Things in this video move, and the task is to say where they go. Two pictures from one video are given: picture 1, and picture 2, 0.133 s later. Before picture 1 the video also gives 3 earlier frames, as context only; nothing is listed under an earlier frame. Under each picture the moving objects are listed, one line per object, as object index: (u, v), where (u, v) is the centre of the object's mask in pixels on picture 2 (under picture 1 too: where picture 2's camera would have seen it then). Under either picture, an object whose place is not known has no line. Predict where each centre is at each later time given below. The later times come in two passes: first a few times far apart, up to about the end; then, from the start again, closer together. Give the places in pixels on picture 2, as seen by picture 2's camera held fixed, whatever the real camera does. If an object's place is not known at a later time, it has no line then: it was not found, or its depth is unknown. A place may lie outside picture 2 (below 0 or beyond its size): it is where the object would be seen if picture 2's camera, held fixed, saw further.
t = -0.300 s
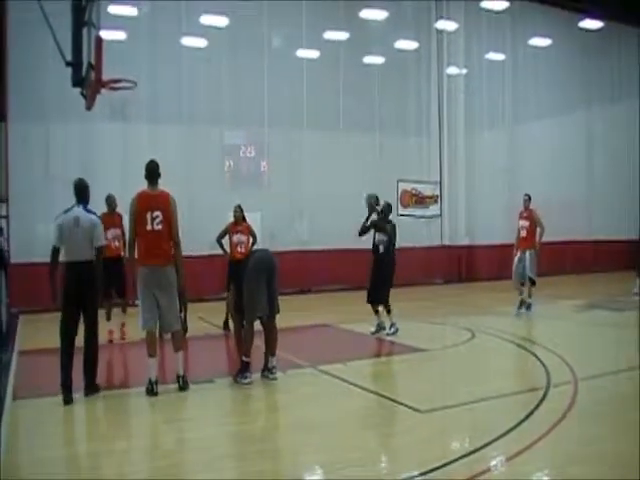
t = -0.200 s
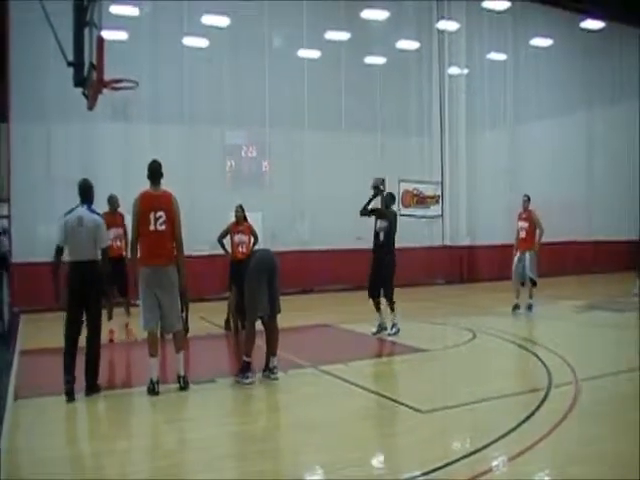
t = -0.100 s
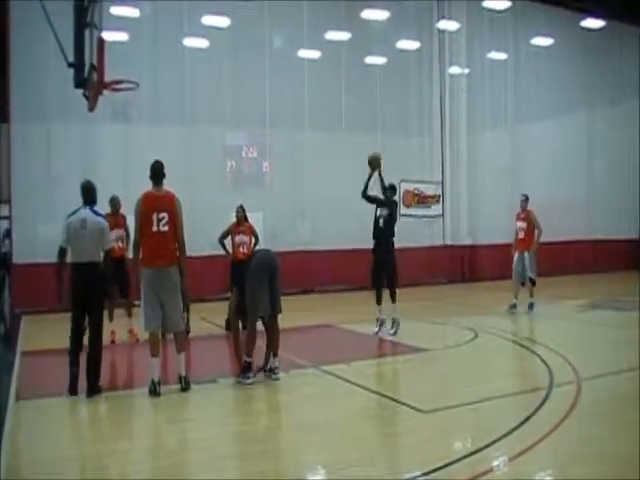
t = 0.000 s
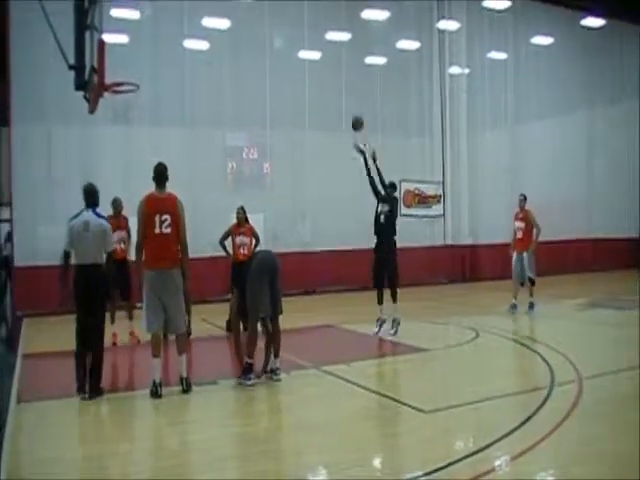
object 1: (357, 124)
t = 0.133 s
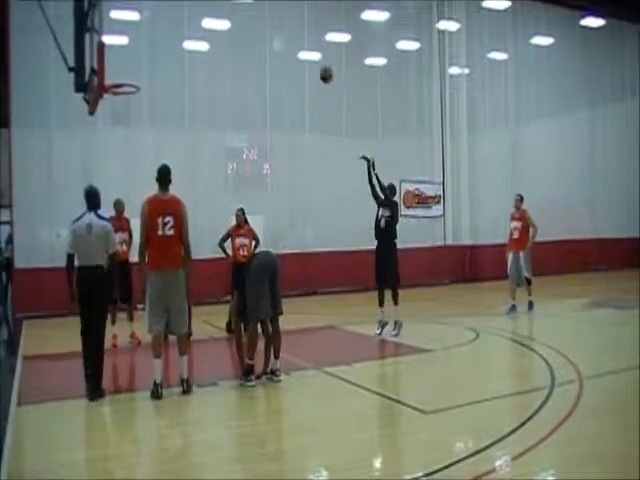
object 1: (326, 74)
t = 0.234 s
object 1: (301, 45)
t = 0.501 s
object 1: (235, 7)
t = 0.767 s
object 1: (164, 25)
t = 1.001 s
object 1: (114, 67)
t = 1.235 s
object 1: (134, 26)
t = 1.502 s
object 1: (156, 36)
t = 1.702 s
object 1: (171, 78)
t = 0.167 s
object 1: (318, 66)
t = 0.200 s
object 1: (310, 55)
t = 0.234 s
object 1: (301, 45)
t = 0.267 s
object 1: (293, 39)
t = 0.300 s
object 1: (286, 31)
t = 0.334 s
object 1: (276, 25)
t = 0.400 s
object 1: (260, 15)
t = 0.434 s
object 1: (251, 11)
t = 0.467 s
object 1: (243, 9)
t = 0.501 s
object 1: (235, 7)
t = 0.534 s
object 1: (226, 6)
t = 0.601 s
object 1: (209, 4)
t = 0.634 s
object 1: (200, 7)
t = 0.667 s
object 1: (192, 10)
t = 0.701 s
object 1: (183, 13)
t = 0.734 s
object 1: (173, 18)
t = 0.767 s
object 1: (164, 25)
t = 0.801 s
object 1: (155, 31)
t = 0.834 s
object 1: (146, 39)
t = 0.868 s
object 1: (137, 47)
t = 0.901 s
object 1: (128, 56)
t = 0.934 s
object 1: (118, 67)
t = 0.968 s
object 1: (112, 76)
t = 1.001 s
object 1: (114, 67)
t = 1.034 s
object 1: (117, 58)
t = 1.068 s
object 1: (120, 51)
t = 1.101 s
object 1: (123, 43)
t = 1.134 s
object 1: (126, 37)
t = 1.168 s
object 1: (129, 31)
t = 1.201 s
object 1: (131, 29)
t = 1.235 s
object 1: (134, 26)
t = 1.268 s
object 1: (136, 23)
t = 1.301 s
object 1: (139, 22)
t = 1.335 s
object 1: (142, 22)
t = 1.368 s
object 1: (144, 23)
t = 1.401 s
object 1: (148, 25)
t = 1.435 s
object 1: (150, 26)
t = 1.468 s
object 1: (153, 30)
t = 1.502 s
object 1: (156, 36)
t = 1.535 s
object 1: (159, 39)
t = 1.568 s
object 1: (161, 45)
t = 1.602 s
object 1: (163, 51)
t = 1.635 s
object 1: (166, 60)
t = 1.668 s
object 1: (168, 69)
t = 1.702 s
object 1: (171, 78)
